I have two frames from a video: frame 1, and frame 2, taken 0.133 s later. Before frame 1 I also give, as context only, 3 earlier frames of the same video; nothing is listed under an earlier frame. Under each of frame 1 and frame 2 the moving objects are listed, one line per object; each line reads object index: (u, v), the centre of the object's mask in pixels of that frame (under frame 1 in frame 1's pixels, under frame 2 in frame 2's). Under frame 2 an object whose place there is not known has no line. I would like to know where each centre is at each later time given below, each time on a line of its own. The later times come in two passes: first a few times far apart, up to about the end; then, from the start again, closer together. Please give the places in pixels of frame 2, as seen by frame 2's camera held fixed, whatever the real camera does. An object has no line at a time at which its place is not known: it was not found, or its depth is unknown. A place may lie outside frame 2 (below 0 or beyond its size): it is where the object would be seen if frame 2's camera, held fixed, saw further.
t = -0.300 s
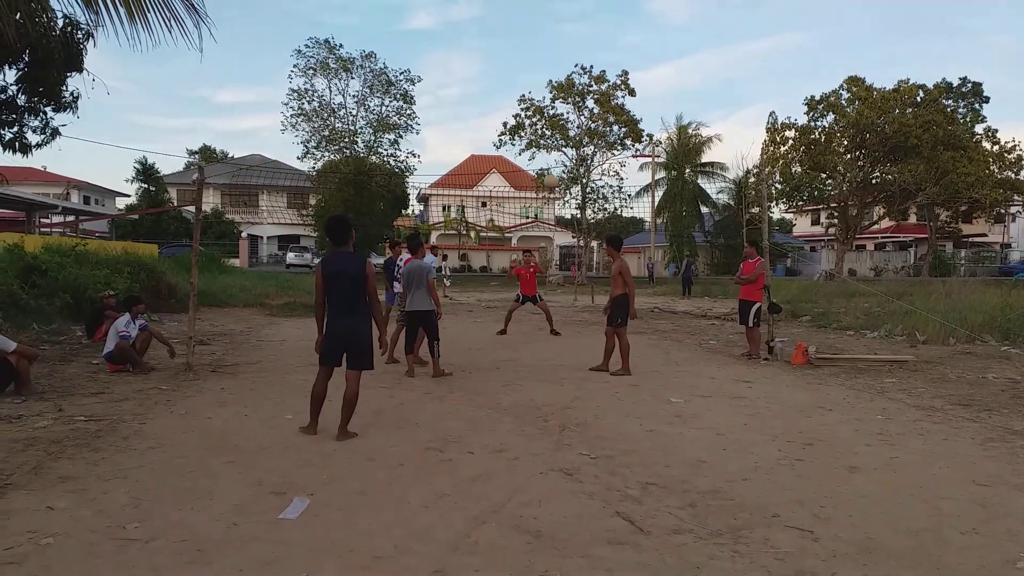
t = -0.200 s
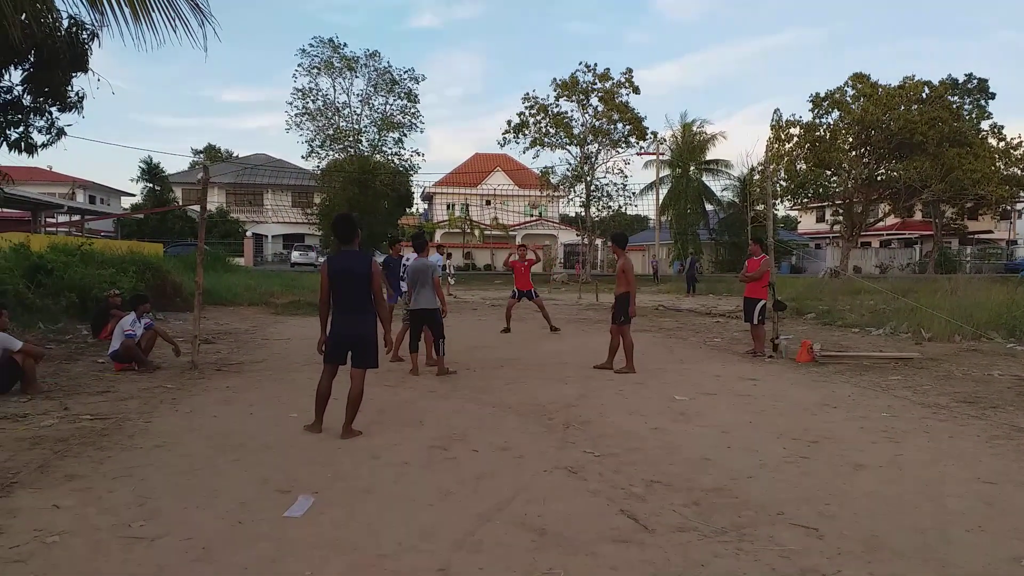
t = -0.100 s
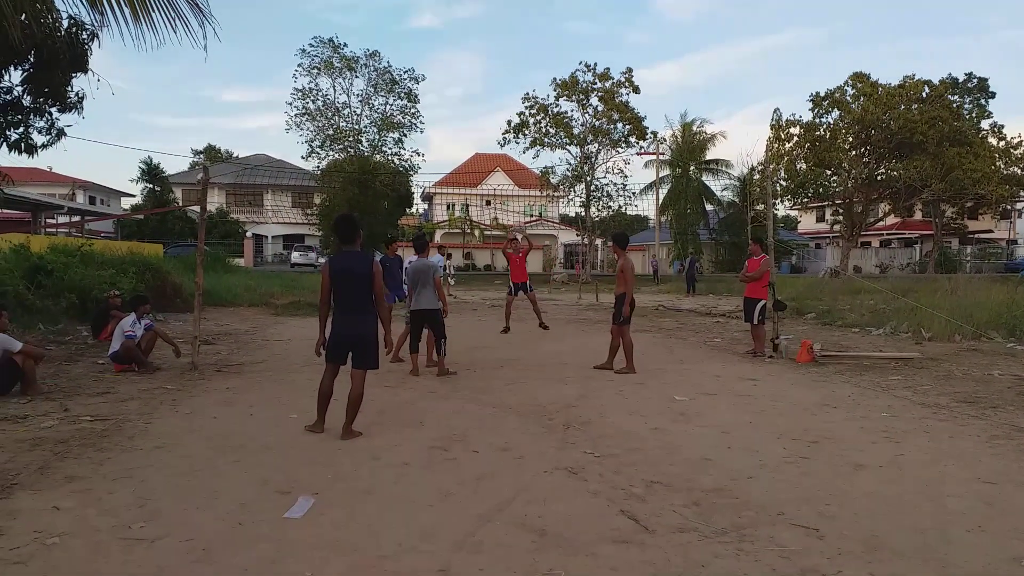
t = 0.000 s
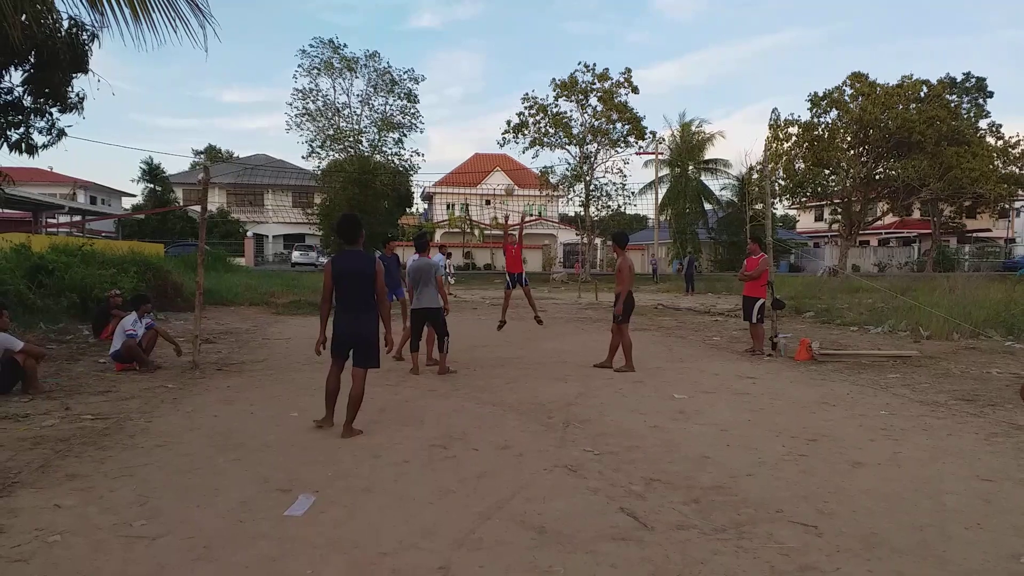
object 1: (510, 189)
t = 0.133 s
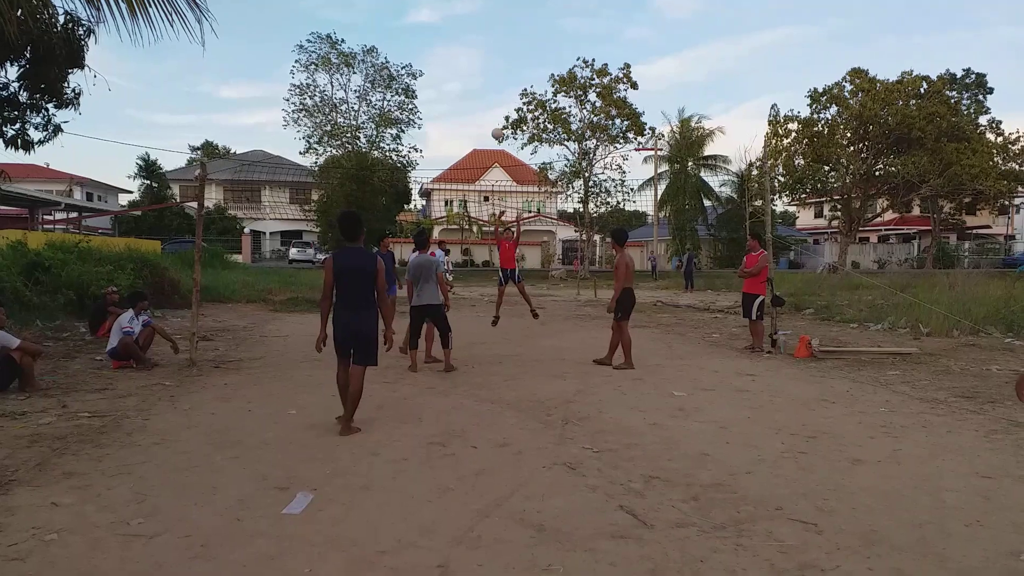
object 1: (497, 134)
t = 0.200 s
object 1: (490, 110)
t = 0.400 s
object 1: (476, 61)
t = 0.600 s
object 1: (461, 33)
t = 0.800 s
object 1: (445, 29)
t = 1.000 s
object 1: (431, 47)
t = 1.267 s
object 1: (413, 103)
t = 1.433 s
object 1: (403, 155)
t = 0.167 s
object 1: (494, 121)
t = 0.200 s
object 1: (490, 110)
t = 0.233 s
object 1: (487, 99)
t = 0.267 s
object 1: (485, 91)
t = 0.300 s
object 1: (483, 82)
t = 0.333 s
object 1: (481, 75)
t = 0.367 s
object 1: (478, 68)
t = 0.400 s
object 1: (476, 61)
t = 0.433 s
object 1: (473, 55)
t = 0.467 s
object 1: (470, 49)
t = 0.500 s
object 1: (468, 44)
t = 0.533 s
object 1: (466, 40)
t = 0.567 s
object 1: (463, 36)
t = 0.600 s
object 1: (461, 33)
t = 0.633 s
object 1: (458, 31)
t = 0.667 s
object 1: (456, 30)
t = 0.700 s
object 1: (453, 29)
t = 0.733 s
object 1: (451, 29)
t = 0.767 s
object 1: (449, 29)
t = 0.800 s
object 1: (445, 29)
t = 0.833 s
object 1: (443, 31)
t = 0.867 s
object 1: (441, 33)
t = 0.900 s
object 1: (438, 36)
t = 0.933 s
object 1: (436, 39)
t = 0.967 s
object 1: (434, 43)
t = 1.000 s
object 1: (431, 47)
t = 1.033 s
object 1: (429, 52)
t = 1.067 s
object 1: (426, 58)
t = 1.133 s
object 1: (422, 71)
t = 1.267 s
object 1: (413, 103)
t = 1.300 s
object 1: (412, 112)
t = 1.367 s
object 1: (406, 133)
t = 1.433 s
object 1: (403, 155)
